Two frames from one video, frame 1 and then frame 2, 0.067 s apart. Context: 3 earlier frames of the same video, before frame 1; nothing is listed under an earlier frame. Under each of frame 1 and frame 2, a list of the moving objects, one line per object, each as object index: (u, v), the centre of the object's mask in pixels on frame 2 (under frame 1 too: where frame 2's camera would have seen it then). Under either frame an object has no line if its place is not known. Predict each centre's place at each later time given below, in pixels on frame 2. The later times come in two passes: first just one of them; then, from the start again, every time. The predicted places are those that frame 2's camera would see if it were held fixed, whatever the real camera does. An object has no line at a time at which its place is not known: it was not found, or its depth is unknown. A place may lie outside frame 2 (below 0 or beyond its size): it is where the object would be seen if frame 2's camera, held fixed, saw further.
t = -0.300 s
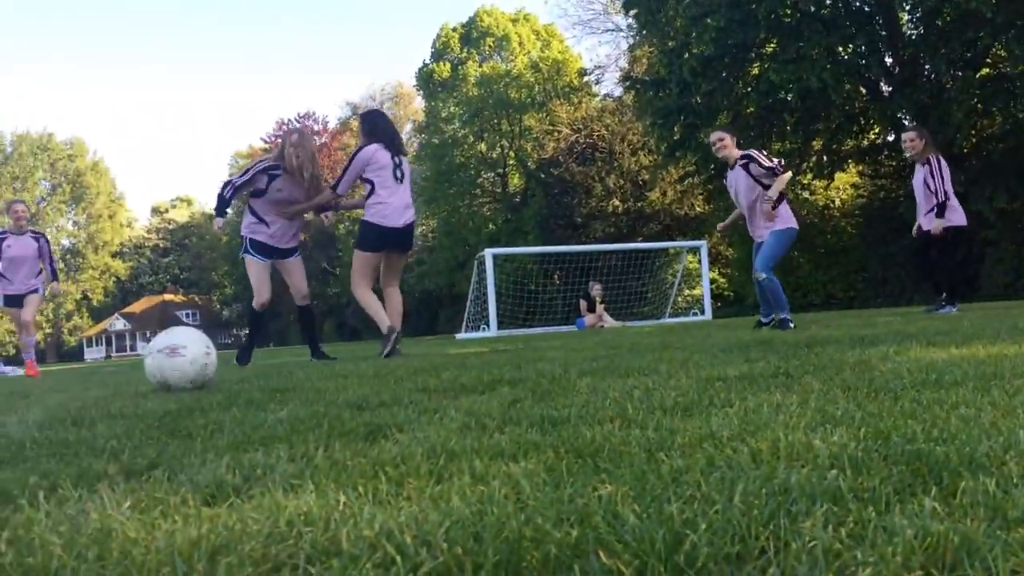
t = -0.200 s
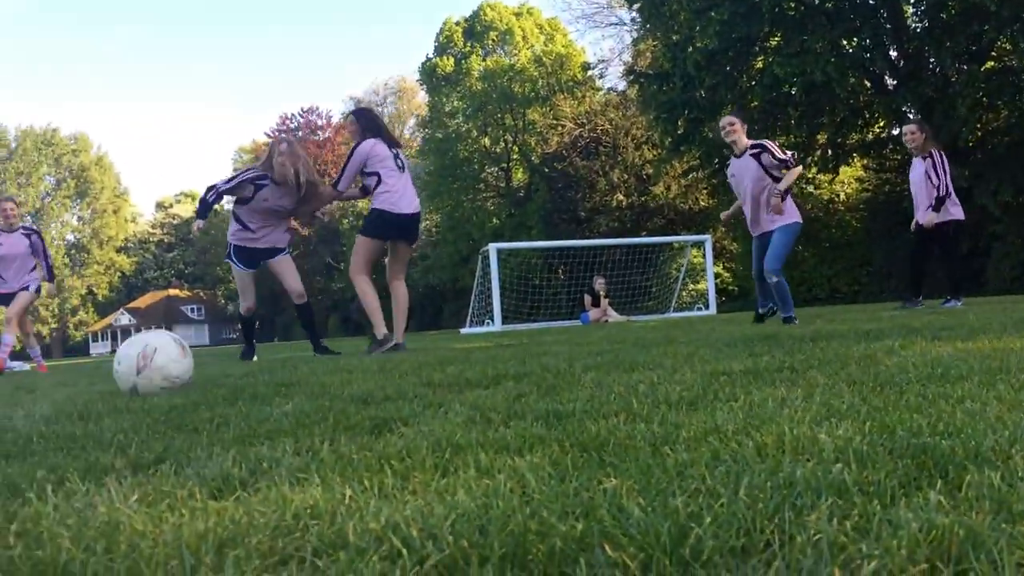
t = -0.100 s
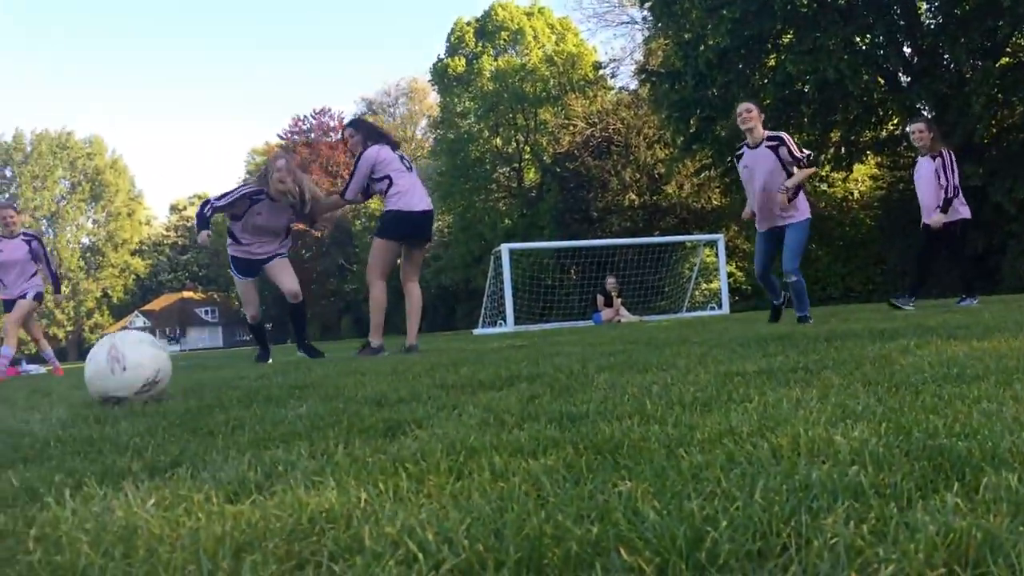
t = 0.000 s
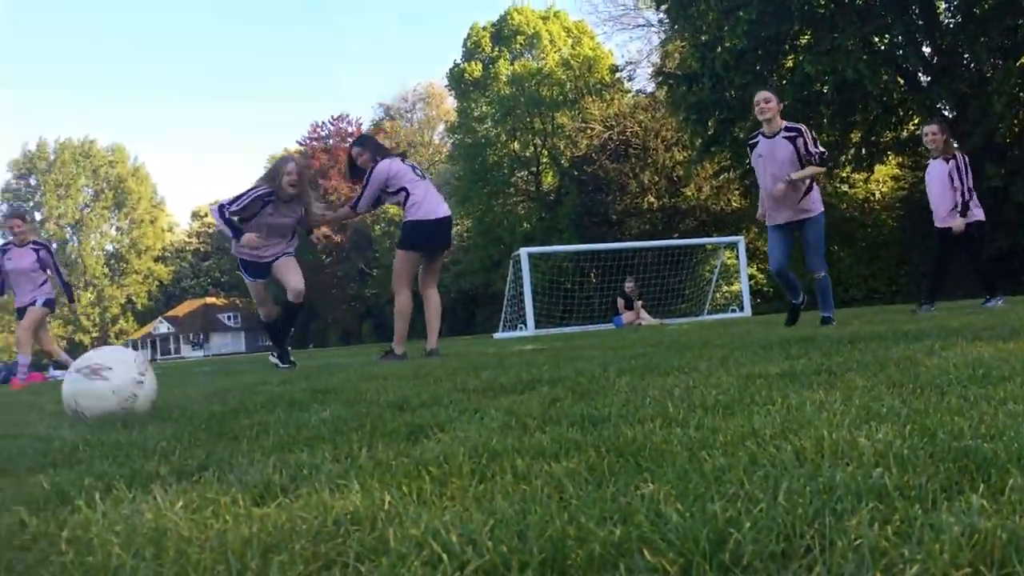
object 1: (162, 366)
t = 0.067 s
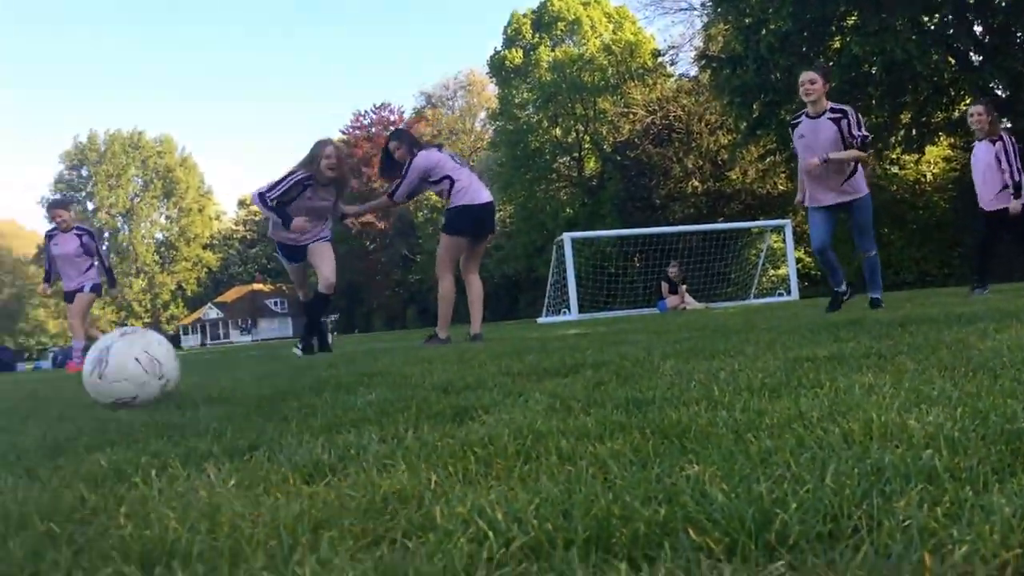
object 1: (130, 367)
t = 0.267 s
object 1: (16, 381)
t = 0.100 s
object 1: (114, 366)
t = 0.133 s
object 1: (96, 369)
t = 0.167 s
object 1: (77, 374)
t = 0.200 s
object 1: (57, 378)
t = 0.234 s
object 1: (36, 379)
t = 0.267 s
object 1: (16, 381)
